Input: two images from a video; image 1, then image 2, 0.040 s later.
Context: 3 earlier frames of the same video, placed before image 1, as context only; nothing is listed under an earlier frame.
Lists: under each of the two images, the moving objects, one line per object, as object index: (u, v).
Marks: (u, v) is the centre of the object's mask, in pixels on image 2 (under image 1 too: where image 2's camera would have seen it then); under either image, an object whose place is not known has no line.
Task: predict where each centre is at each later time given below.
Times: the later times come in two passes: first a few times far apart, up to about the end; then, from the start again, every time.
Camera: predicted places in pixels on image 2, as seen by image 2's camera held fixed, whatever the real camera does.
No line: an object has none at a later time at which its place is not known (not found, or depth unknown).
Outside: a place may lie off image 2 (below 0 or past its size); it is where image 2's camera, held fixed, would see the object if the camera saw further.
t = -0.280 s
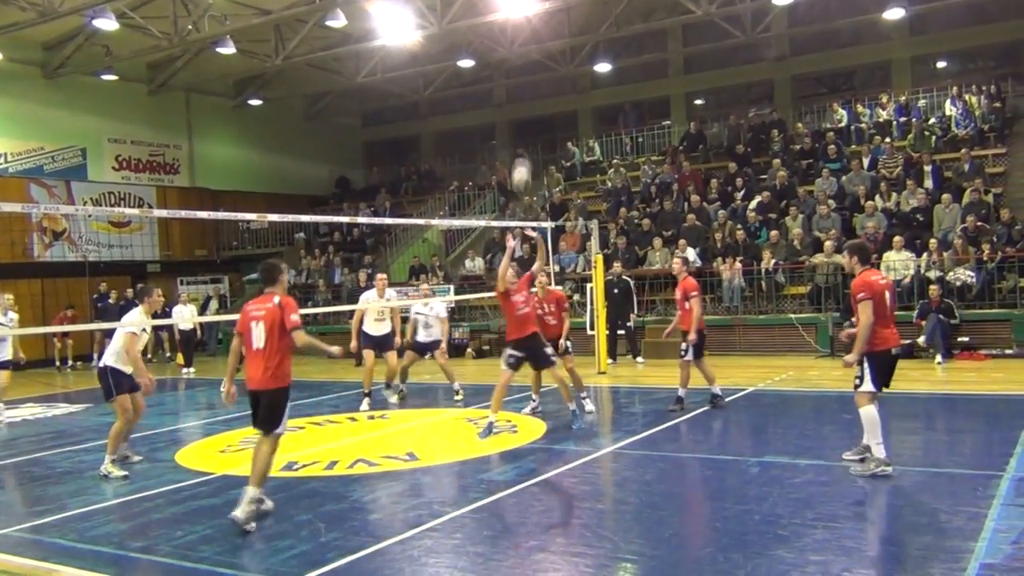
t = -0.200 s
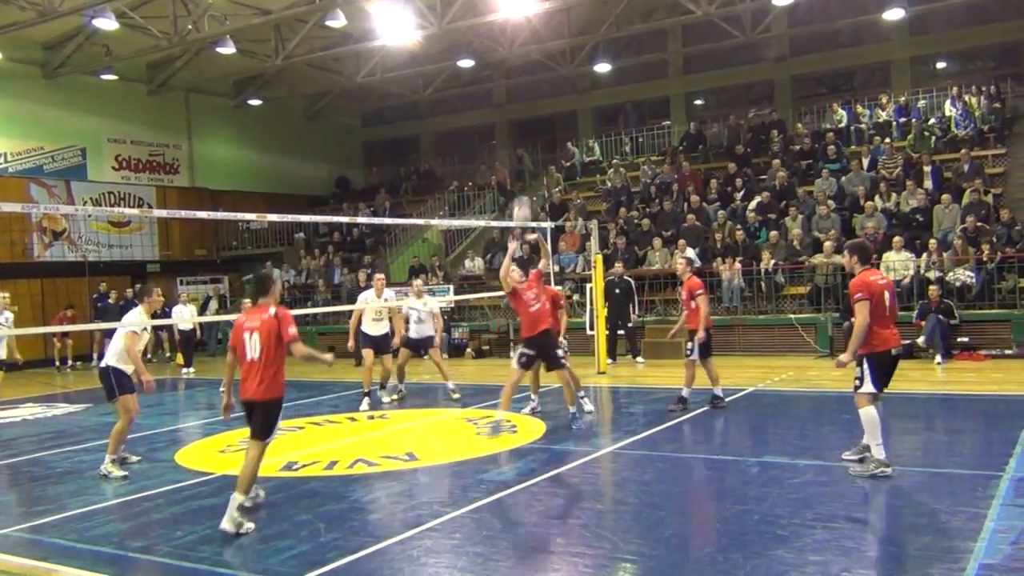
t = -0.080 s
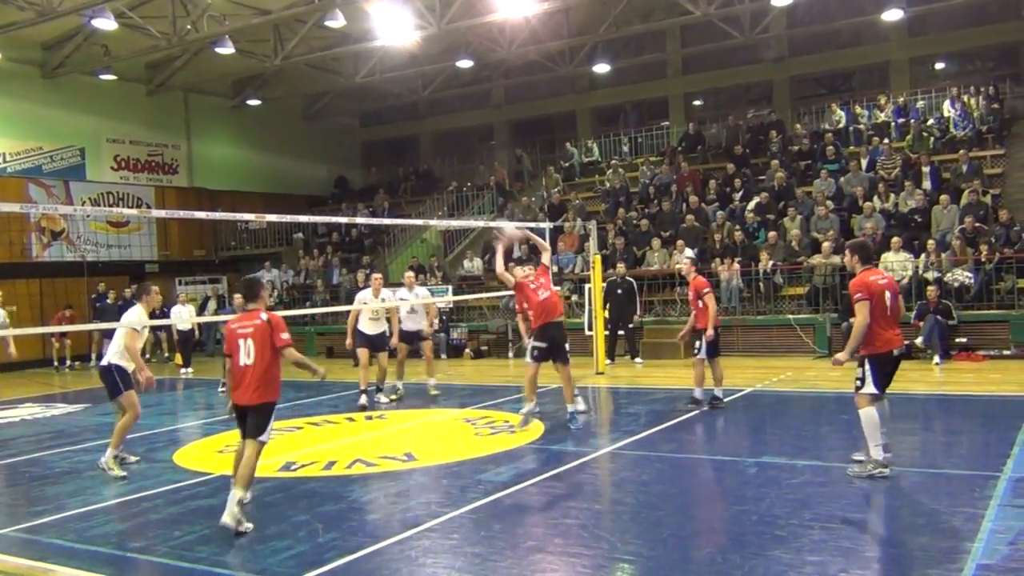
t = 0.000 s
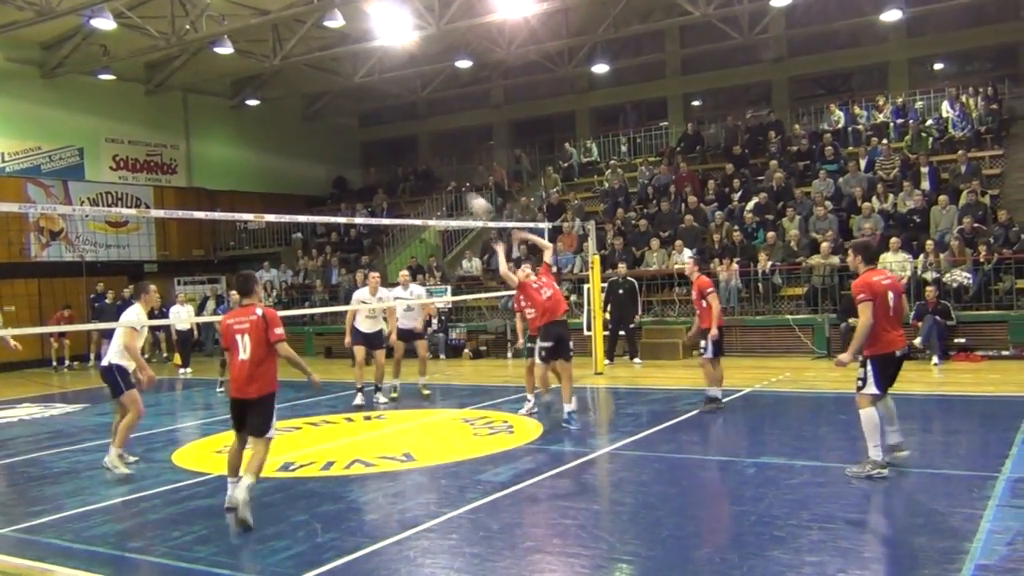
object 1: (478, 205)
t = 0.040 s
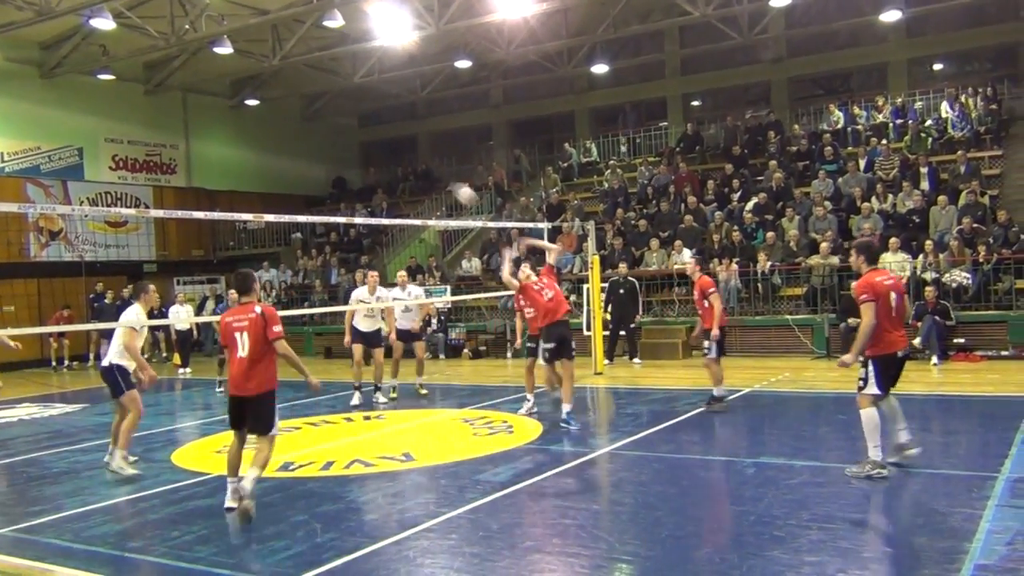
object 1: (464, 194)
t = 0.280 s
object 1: (400, 164)
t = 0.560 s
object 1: (345, 184)
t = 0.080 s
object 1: (452, 185)
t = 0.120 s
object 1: (441, 179)
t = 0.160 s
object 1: (429, 173)
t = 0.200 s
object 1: (419, 169)
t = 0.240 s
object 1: (409, 166)
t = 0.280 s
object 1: (400, 164)
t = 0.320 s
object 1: (390, 164)
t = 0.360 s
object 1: (382, 165)
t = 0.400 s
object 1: (374, 166)
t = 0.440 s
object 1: (367, 169)
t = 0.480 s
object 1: (359, 173)
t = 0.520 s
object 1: (352, 178)
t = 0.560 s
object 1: (345, 184)
